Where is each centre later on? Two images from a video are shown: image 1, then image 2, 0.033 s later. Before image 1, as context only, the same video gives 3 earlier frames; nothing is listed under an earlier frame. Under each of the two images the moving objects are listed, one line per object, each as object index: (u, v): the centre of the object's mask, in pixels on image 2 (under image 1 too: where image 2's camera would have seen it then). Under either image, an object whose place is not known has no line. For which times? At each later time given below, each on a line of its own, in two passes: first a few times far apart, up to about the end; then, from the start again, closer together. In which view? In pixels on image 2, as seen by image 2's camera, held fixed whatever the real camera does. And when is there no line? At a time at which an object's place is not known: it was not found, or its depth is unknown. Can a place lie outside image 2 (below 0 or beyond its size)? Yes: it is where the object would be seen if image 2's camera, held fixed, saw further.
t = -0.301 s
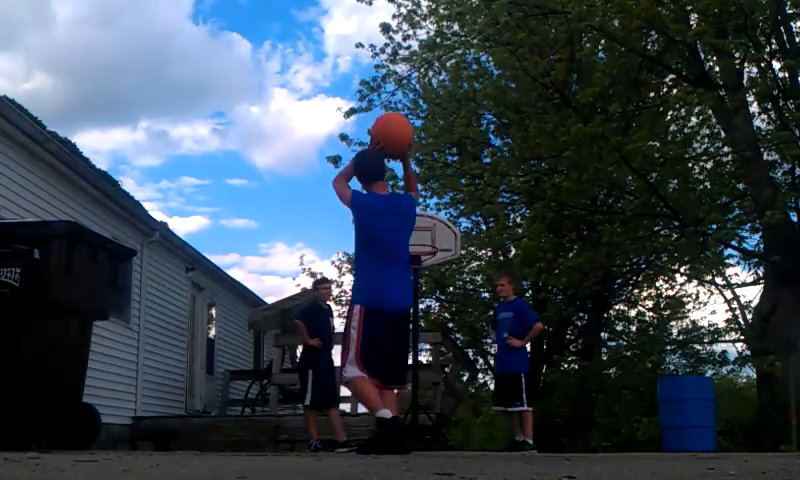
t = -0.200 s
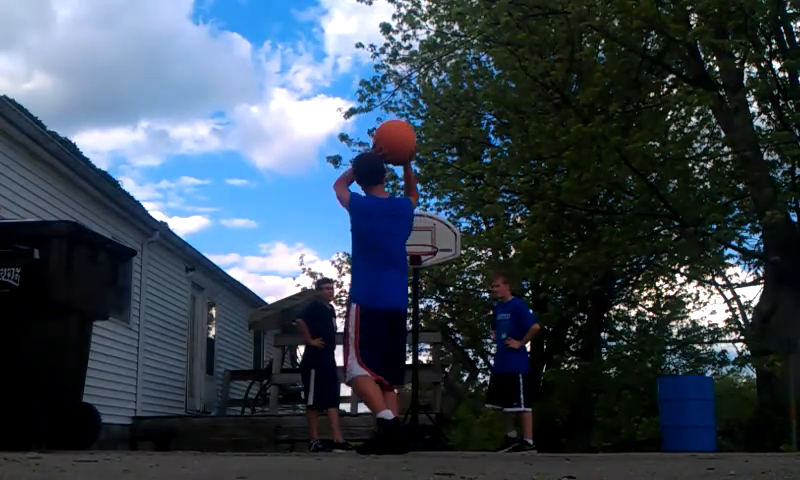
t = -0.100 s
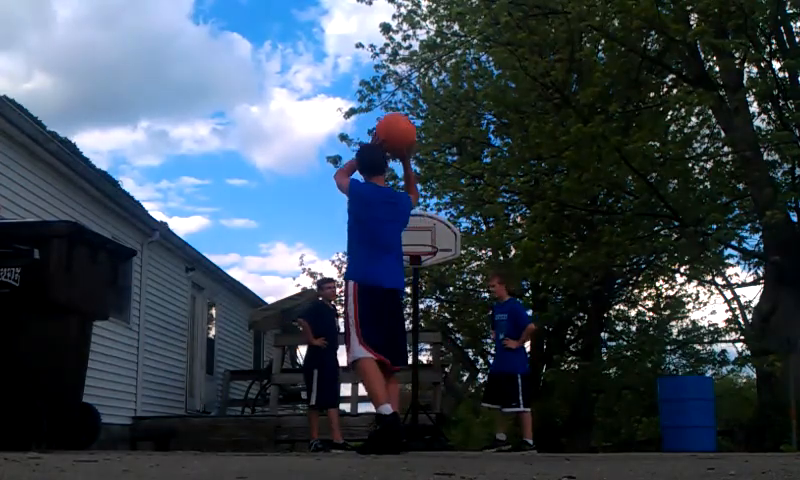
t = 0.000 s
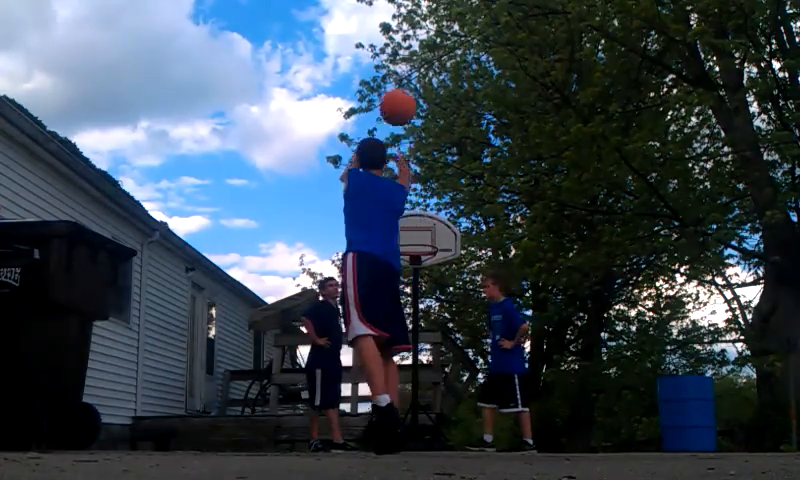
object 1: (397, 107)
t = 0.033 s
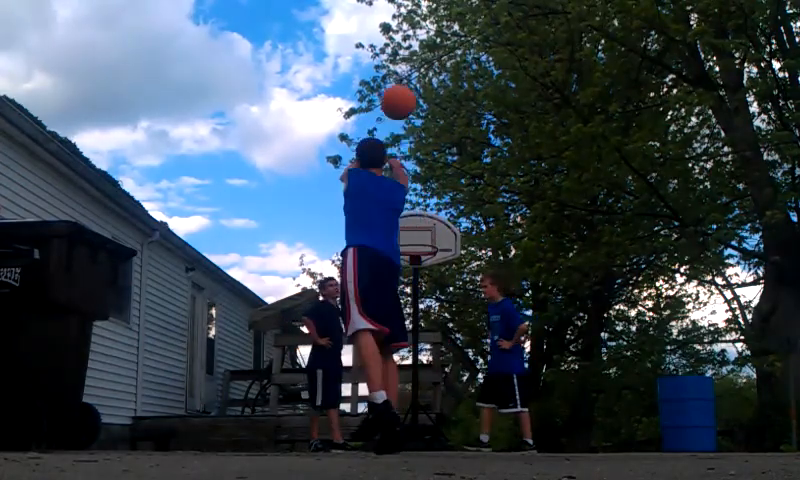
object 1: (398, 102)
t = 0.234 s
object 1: (400, 103)
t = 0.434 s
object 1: (402, 142)
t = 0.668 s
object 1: (403, 217)
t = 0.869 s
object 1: (409, 269)
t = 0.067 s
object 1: (399, 99)
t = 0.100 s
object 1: (399, 97)
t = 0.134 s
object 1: (399, 97)
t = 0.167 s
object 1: (399, 98)
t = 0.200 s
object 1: (400, 100)
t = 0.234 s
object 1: (400, 103)
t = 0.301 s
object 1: (400, 114)
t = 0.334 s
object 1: (401, 120)
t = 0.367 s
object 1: (401, 127)
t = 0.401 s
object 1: (401, 134)
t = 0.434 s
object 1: (402, 142)
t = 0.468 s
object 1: (402, 152)
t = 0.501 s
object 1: (402, 161)
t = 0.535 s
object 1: (402, 172)
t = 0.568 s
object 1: (403, 182)
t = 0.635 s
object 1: (403, 205)
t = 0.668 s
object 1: (403, 217)
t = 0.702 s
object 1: (405, 230)
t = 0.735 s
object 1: (402, 236)
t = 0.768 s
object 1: (401, 244)
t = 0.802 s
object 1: (401, 251)
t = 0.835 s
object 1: (407, 259)
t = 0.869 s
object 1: (409, 269)
